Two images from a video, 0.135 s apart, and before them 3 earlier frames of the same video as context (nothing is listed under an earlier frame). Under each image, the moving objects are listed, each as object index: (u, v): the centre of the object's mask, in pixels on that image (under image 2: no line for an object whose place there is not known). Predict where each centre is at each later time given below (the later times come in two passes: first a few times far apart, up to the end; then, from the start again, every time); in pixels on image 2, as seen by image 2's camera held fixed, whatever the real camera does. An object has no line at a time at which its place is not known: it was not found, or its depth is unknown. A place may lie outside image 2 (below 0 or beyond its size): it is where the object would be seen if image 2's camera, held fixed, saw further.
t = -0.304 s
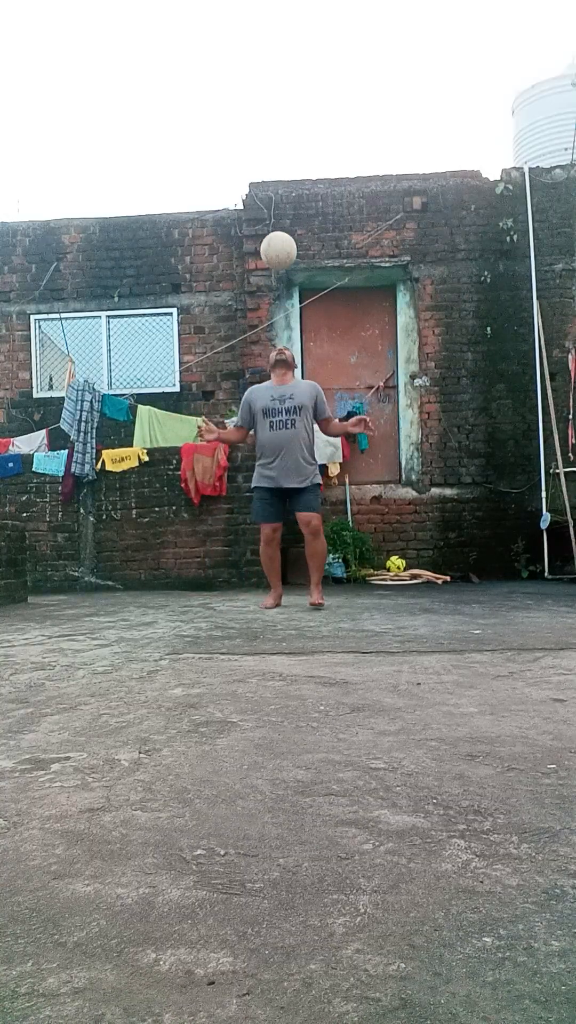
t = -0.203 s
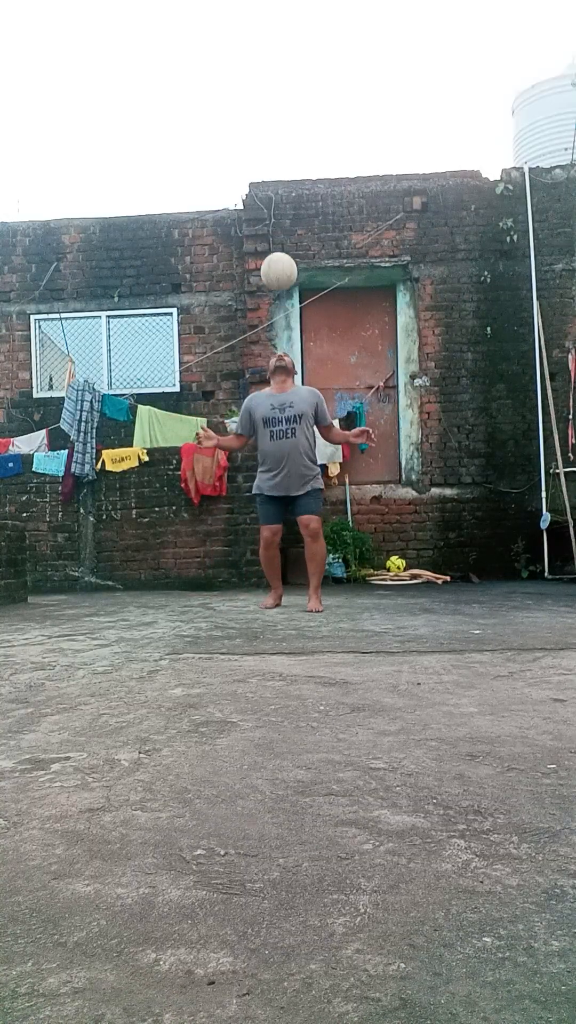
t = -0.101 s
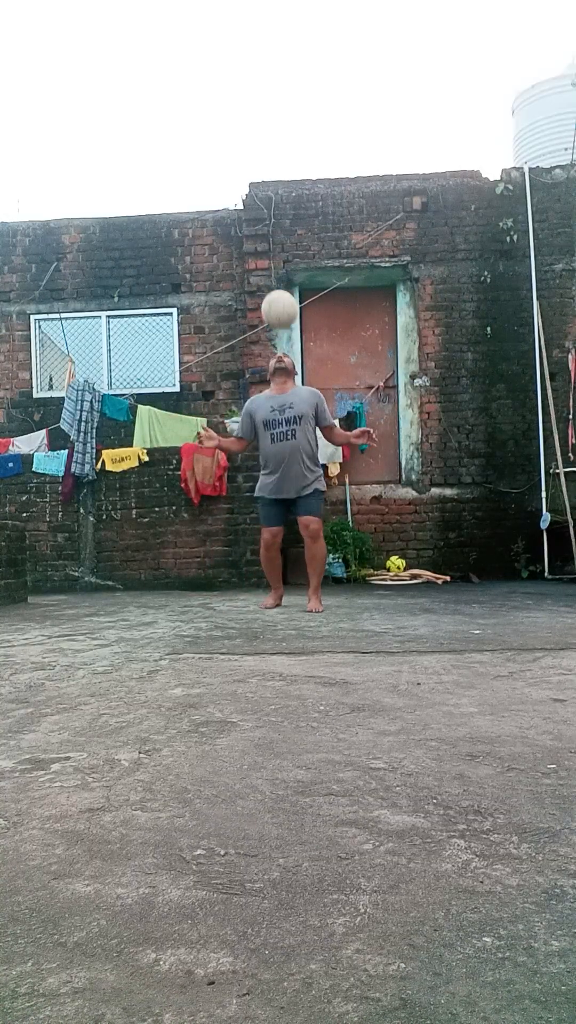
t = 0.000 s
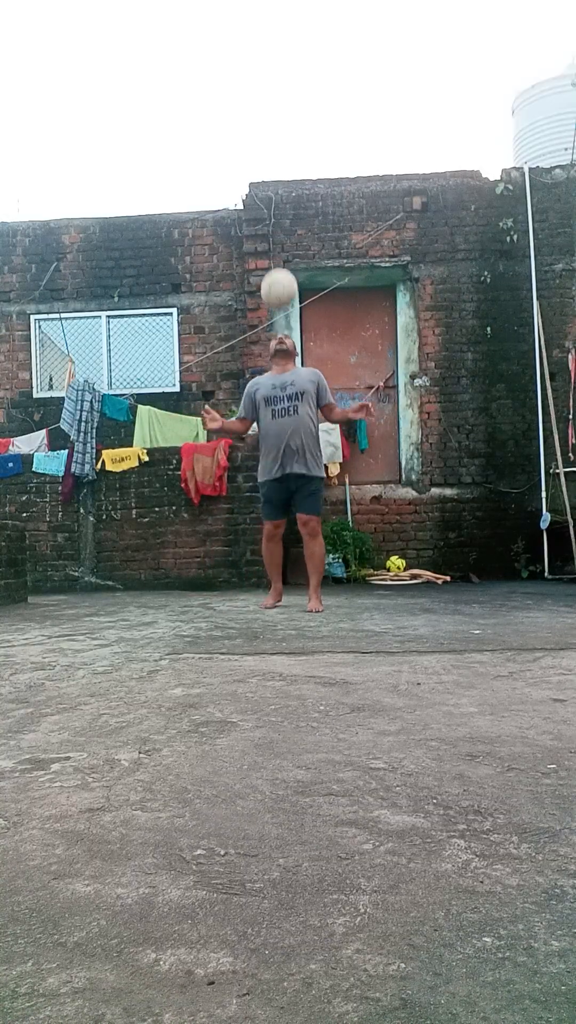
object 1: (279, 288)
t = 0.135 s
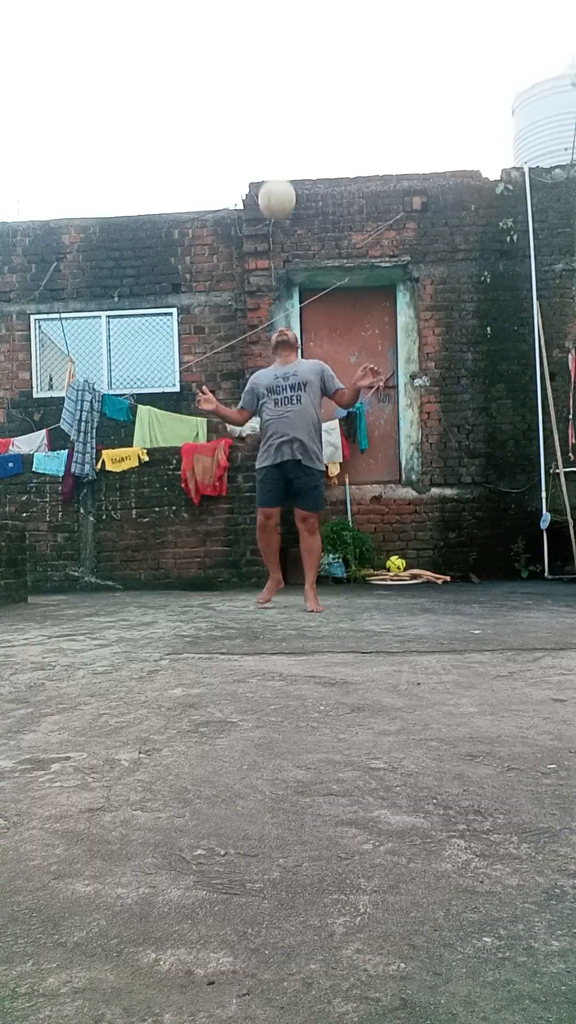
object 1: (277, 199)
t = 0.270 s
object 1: (275, 138)
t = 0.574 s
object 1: (272, 111)
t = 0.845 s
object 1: (272, 211)
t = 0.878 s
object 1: (273, 233)
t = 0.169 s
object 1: (276, 181)
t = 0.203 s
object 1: (275, 164)
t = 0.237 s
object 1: (275, 150)
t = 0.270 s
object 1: (275, 138)
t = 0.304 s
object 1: (274, 128)
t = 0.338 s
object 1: (274, 119)
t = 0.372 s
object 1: (273, 113)
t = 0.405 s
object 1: (273, 108)
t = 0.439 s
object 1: (272, 105)
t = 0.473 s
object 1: (272, 104)
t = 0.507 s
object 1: (272, 104)
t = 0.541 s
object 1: (272, 106)
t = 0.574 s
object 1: (272, 111)
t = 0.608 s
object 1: (271, 117)
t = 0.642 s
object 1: (271, 124)
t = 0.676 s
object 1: (271, 134)
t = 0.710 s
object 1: (271, 146)
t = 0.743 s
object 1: (272, 160)
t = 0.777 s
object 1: (272, 176)
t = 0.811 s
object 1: (273, 194)
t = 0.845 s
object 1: (272, 211)
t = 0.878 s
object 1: (273, 233)
